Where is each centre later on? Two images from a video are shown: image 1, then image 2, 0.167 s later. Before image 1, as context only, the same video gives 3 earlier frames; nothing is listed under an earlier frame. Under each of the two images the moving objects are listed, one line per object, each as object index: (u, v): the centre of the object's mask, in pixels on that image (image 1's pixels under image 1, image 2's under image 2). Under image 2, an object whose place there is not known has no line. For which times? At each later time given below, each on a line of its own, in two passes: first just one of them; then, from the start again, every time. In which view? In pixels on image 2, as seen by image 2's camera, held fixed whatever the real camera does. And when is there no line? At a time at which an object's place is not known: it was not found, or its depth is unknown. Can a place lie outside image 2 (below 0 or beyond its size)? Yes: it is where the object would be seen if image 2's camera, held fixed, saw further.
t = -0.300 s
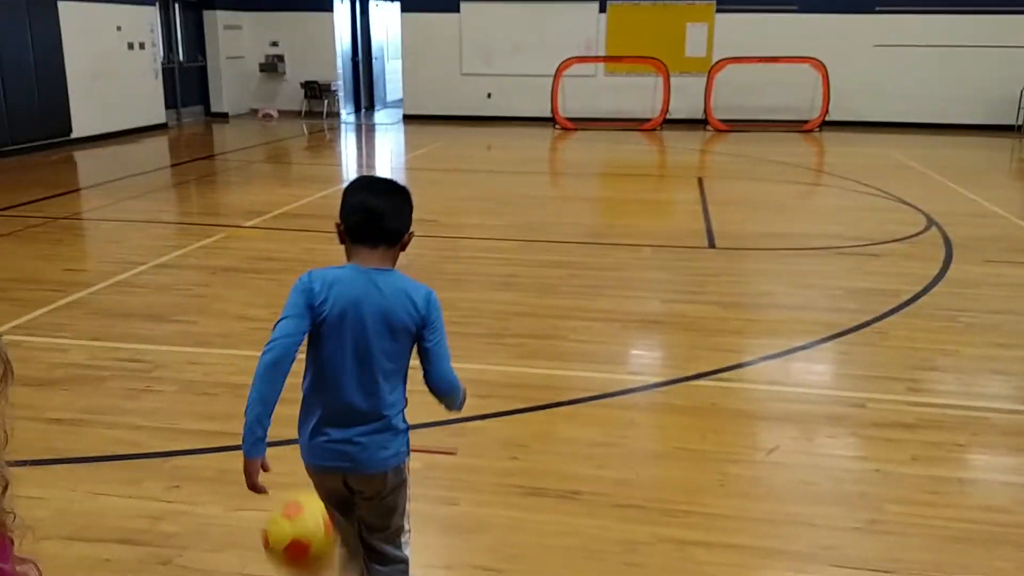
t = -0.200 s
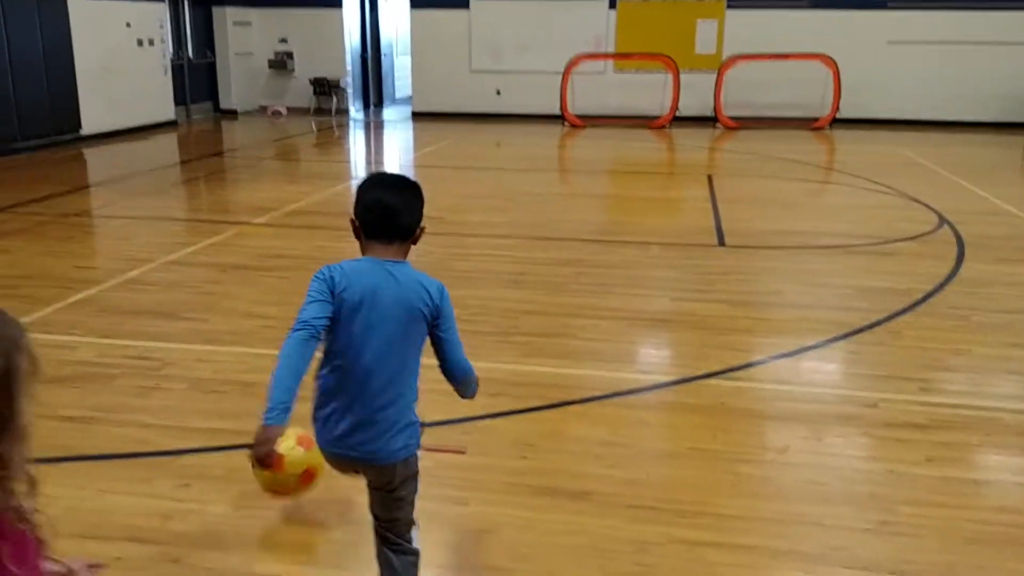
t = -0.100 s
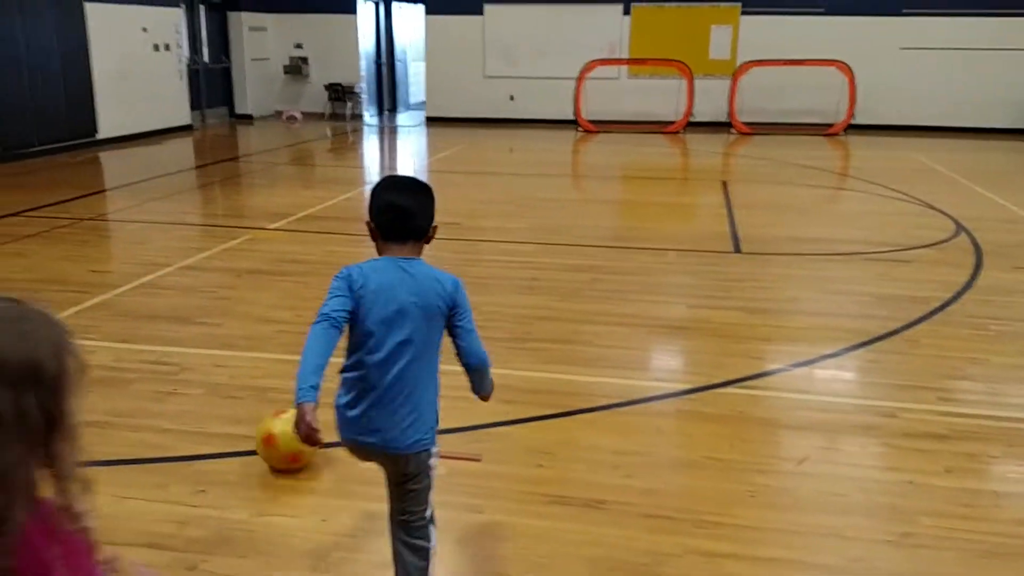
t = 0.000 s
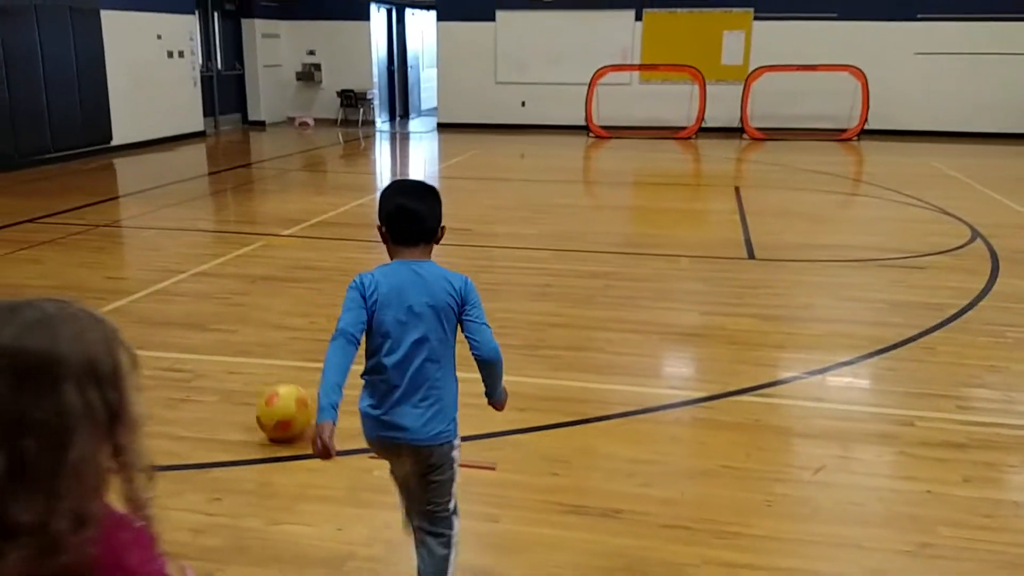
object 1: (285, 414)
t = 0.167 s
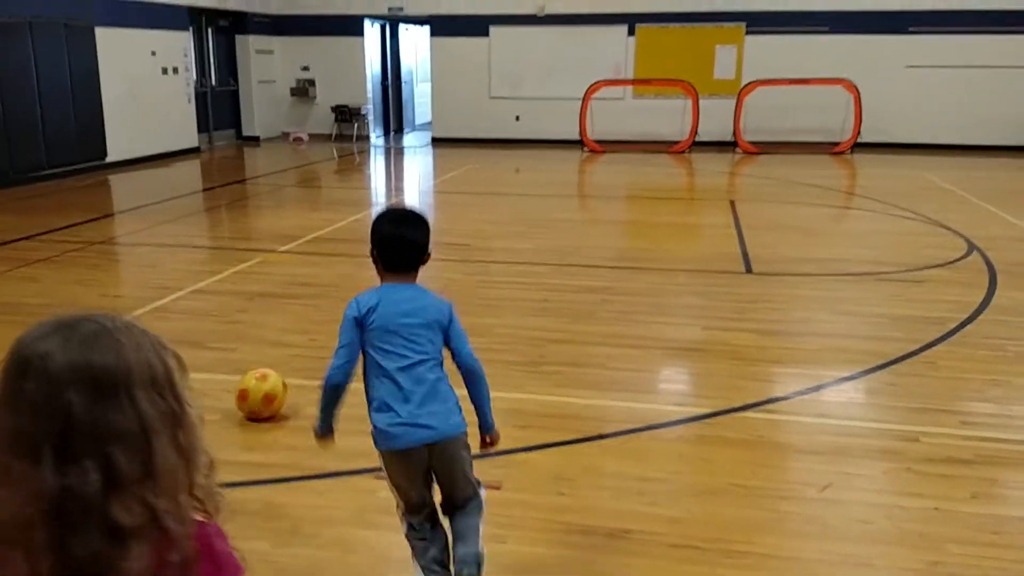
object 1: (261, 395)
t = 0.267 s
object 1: (249, 379)
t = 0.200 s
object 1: (256, 390)
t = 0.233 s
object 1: (252, 385)
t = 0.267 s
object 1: (249, 379)
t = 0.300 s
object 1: (246, 373)
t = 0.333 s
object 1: (243, 368)
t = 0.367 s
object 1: (242, 364)
